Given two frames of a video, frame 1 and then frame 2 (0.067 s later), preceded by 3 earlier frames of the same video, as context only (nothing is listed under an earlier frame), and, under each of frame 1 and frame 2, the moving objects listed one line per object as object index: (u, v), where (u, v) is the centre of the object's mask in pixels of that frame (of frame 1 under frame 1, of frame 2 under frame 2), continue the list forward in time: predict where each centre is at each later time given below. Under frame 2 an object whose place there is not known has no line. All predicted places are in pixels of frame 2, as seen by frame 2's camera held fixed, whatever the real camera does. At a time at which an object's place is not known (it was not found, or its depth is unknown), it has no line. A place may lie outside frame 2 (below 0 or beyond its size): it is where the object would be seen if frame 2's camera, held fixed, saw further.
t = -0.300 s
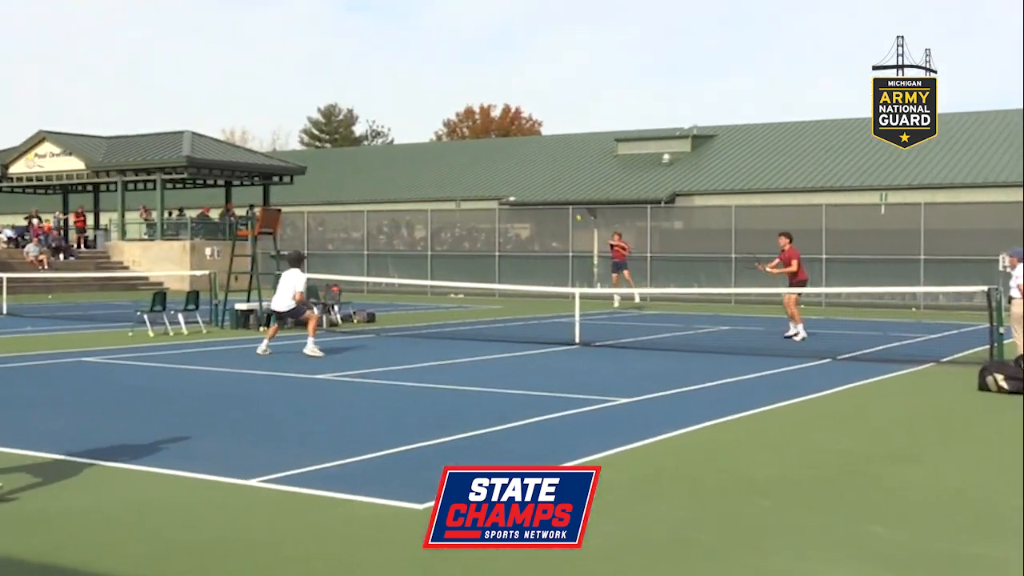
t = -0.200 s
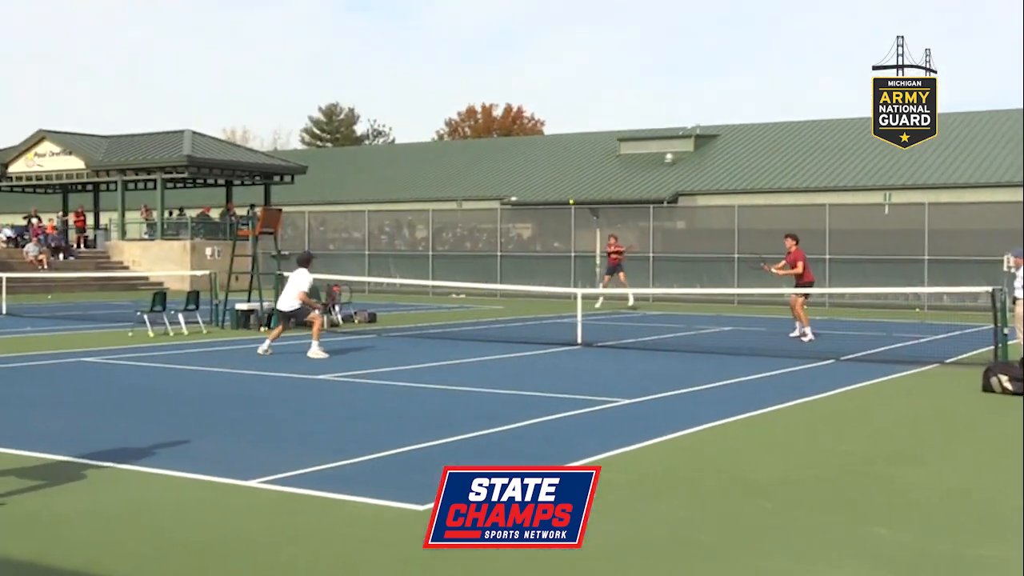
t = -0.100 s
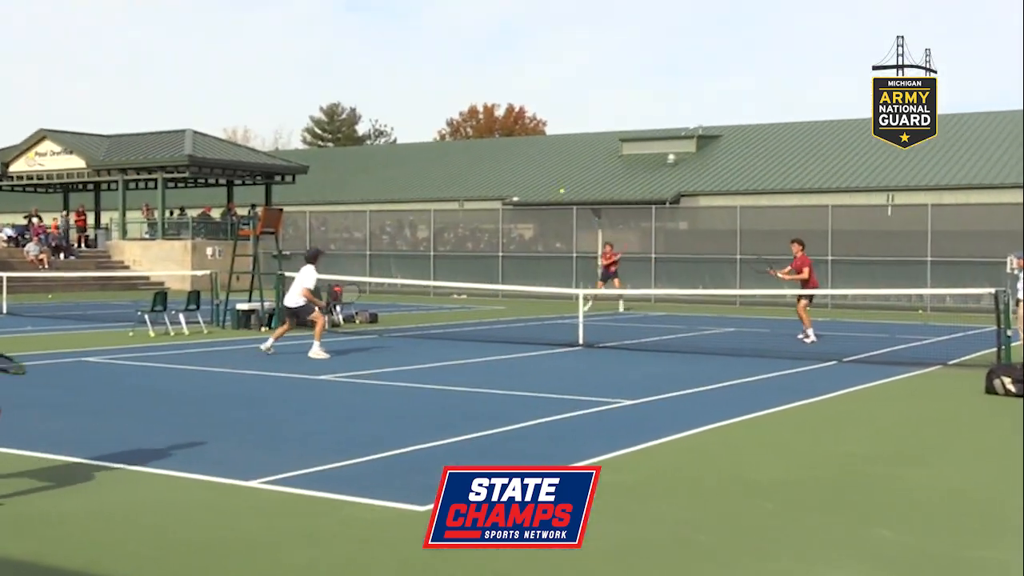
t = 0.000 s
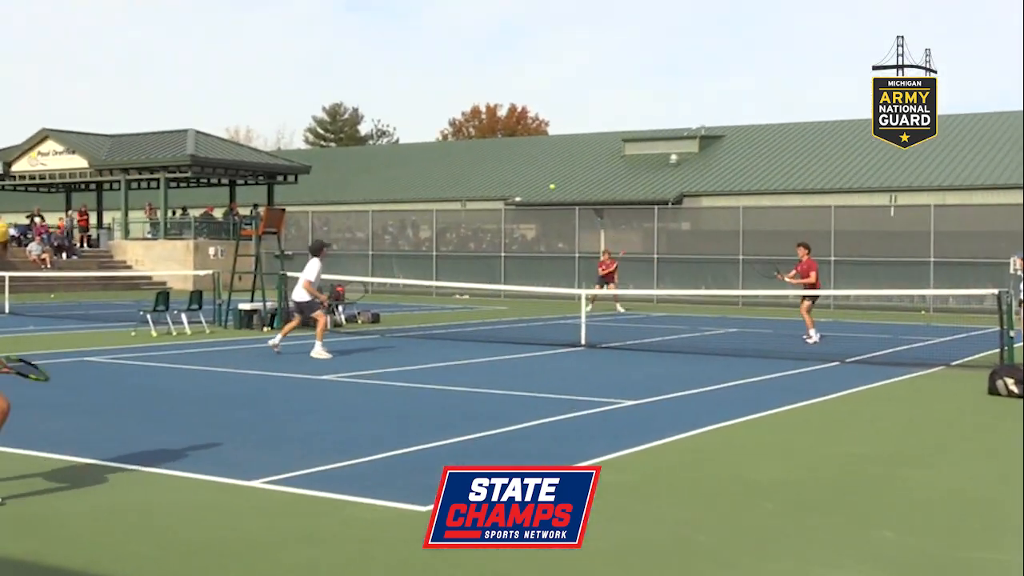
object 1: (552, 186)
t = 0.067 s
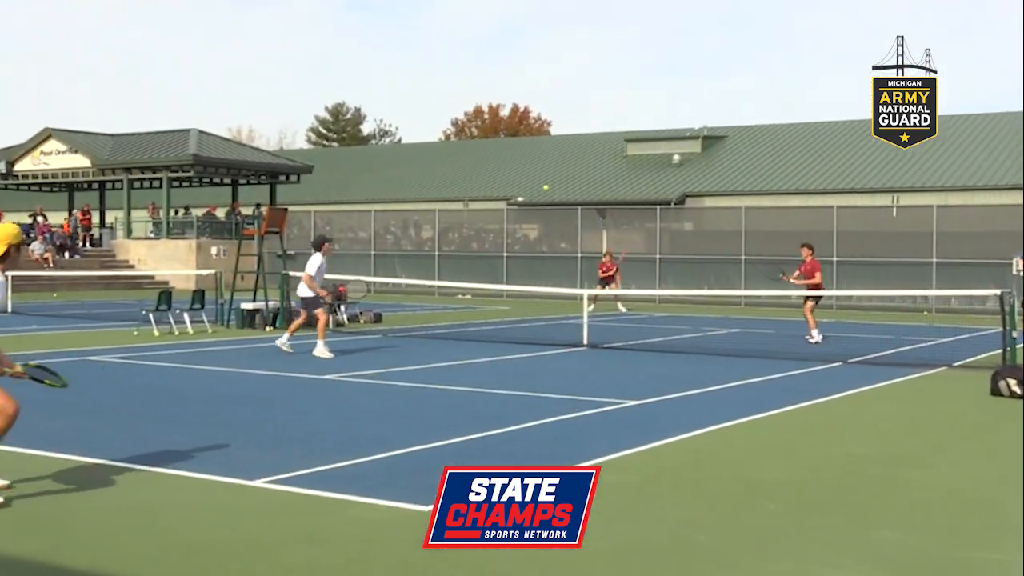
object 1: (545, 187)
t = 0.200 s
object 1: (523, 200)
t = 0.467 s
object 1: (464, 309)
